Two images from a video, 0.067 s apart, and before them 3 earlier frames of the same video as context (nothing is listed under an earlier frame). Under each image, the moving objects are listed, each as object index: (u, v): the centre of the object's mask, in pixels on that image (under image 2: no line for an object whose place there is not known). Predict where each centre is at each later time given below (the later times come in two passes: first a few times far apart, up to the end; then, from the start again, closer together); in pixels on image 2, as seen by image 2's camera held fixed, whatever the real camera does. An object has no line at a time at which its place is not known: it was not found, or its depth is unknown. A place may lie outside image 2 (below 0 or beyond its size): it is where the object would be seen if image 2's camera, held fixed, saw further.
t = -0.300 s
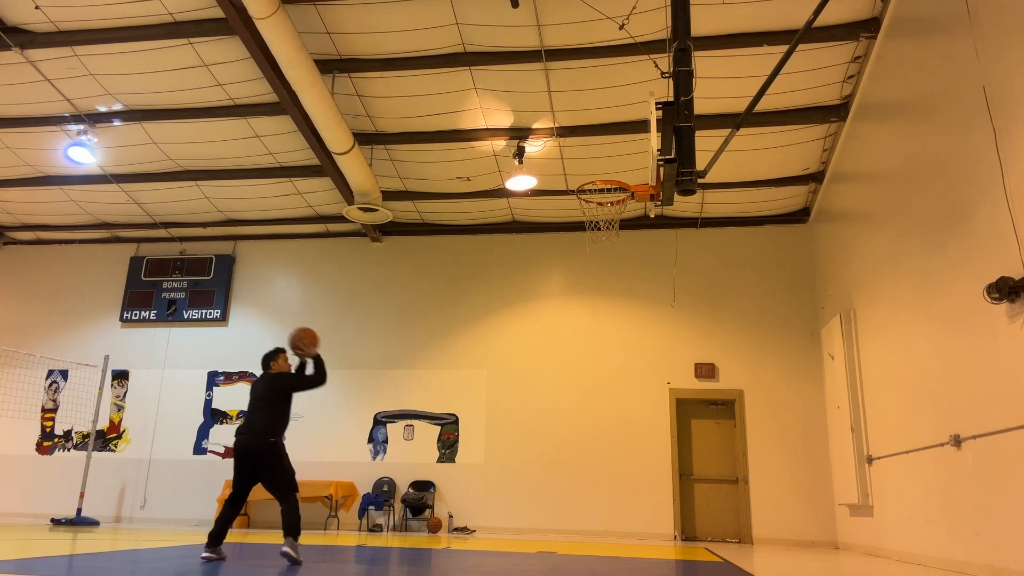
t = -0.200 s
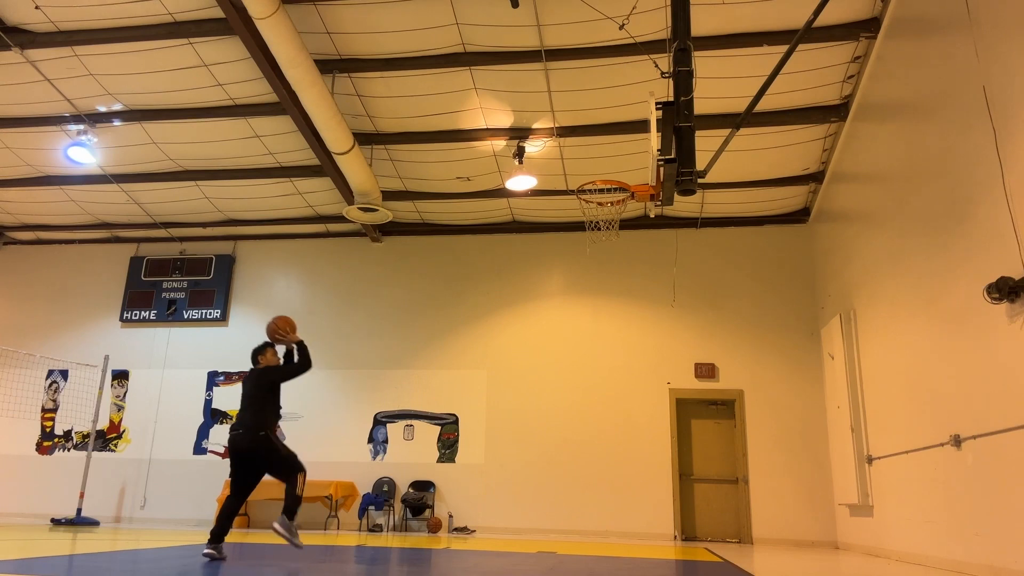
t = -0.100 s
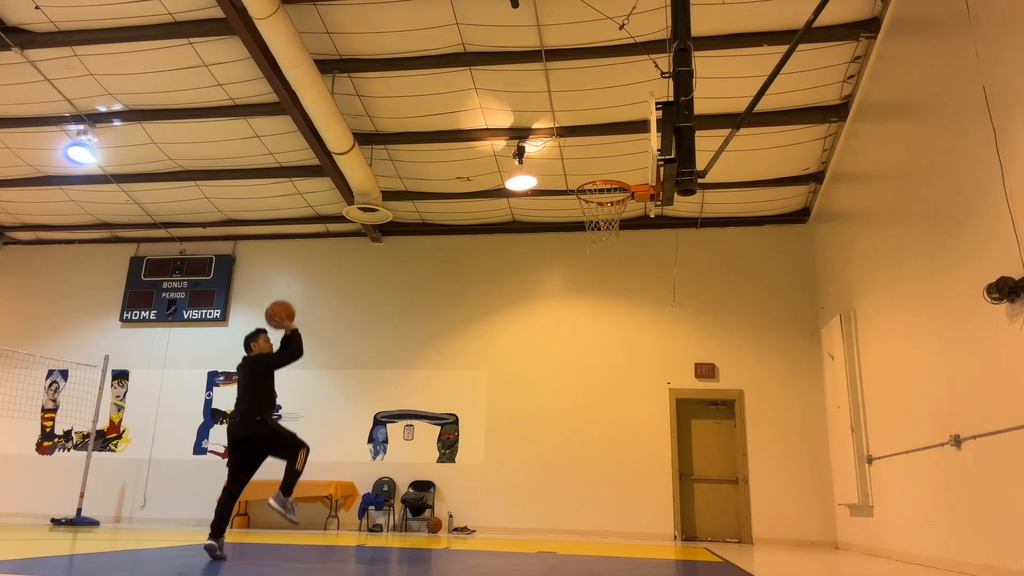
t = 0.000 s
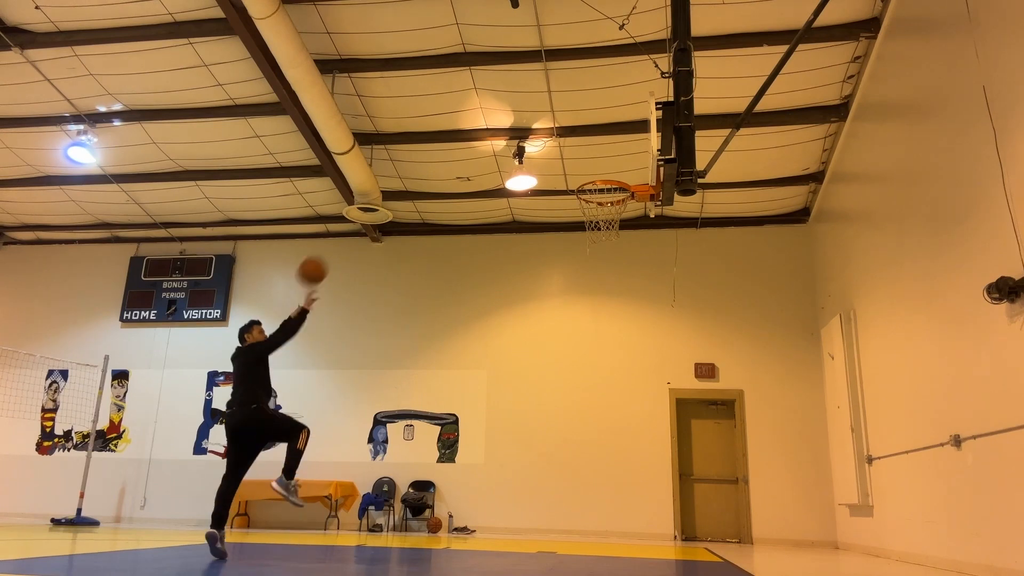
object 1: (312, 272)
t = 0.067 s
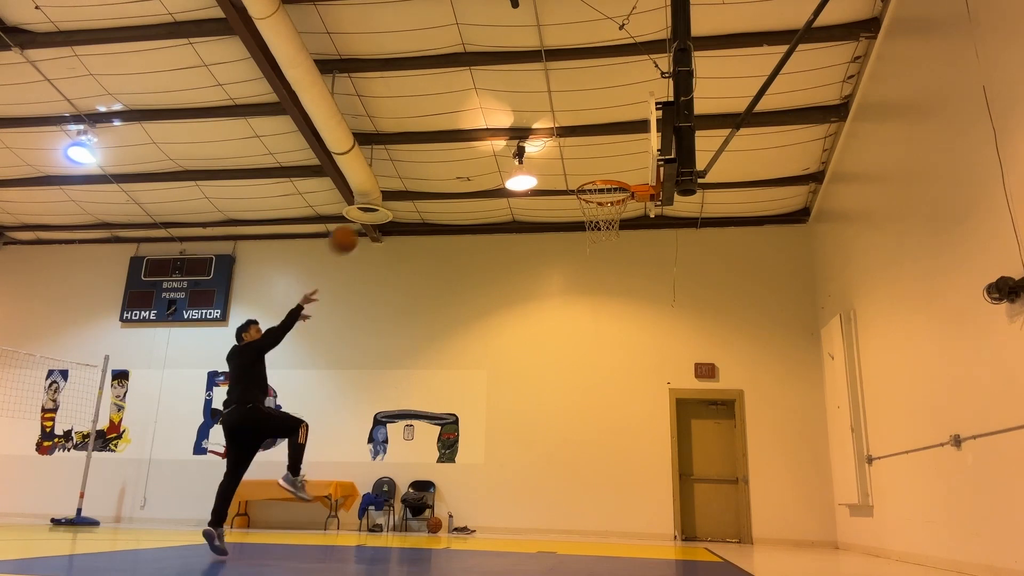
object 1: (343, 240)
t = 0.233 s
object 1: (416, 184)
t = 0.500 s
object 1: (521, 160)
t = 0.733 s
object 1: (611, 197)
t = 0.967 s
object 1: (613, 250)
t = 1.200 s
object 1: (606, 368)
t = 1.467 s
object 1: (587, 507)
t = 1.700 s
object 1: (542, 330)
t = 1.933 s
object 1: (499, 240)
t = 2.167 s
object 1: (452, 226)
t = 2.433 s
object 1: (387, 309)
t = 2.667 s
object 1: (312, 500)
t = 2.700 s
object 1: (299, 540)
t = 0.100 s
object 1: (359, 227)
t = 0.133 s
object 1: (373, 214)
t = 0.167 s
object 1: (388, 202)
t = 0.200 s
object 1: (402, 193)
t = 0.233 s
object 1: (416, 184)
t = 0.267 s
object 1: (429, 178)
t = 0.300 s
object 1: (442, 172)
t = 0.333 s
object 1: (456, 167)
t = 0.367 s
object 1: (469, 164)
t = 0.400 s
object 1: (482, 161)
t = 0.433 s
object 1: (495, 160)
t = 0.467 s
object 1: (508, 159)
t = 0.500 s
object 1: (521, 160)
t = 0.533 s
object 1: (534, 163)
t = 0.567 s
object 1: (547, 165)
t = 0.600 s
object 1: (559, 169)
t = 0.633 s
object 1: (572, 174)
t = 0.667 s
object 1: (585, 180)
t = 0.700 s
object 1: (597, 188)
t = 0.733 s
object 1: (611, 197)
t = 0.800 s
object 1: (617, 213)
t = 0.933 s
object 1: (614, 239)
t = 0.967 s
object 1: (613, 250)
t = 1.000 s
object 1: (612, 261)
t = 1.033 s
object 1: (611, 274)
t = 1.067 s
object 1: (610, 290)
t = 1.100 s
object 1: (609, 306)
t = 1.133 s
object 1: (608, 325)
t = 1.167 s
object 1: (607, 345)
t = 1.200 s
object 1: (606, 368)
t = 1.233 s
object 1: (605, 393)
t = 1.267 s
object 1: (604, 420)
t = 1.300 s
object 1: (603, 451)
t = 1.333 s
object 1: (602, 485)
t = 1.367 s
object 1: (601, 522)
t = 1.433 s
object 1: (594, 541)
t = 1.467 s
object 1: (587, 507)
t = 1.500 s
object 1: (580, 475)
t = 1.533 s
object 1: (574, 445)
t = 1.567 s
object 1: (567, 418)
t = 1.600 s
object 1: (561, 393)
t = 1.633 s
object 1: (555, 370)
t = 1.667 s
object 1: (549, 349)
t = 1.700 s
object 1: (542, 330)
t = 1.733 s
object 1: (536, 311)
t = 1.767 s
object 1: (530, 296)
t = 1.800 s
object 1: (524, 281)
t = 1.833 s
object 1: (518, 269)
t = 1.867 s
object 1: (511, 258)
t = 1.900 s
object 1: (505, 248)
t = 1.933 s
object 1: (499, 240)
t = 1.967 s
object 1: (492, 234)
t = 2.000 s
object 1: (485, 228)
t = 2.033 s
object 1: (479, 225)
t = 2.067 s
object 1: (472, 223)
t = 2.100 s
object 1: (465, 222)
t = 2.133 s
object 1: (459, 223)
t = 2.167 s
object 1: (452, 226)
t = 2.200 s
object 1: (445, 230)
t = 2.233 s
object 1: (437, 236)
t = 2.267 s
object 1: (430, 243)
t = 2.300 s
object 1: (422, 253)
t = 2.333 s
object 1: (413, 264)
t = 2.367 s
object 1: (405, 278)
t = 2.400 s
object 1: (396, 292)
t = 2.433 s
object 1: (387, 309)
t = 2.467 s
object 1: (378, 329)
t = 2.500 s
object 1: (368, 350)
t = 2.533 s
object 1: (358, 374)
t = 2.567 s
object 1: (347, 401)
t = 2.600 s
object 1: (336, 431)
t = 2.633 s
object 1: (324, 462)
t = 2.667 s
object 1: (312, 500)
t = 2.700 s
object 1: (299, 540)
